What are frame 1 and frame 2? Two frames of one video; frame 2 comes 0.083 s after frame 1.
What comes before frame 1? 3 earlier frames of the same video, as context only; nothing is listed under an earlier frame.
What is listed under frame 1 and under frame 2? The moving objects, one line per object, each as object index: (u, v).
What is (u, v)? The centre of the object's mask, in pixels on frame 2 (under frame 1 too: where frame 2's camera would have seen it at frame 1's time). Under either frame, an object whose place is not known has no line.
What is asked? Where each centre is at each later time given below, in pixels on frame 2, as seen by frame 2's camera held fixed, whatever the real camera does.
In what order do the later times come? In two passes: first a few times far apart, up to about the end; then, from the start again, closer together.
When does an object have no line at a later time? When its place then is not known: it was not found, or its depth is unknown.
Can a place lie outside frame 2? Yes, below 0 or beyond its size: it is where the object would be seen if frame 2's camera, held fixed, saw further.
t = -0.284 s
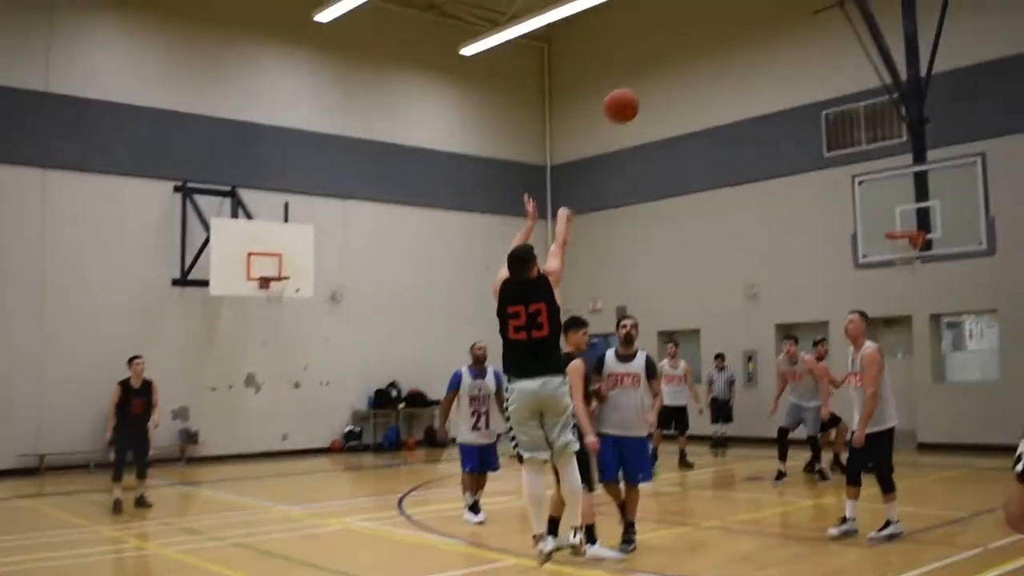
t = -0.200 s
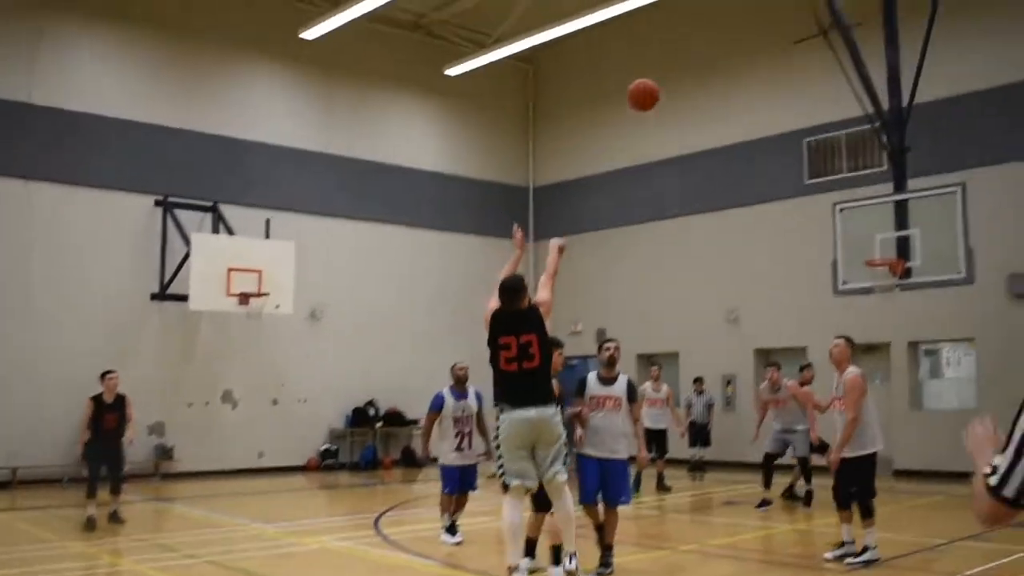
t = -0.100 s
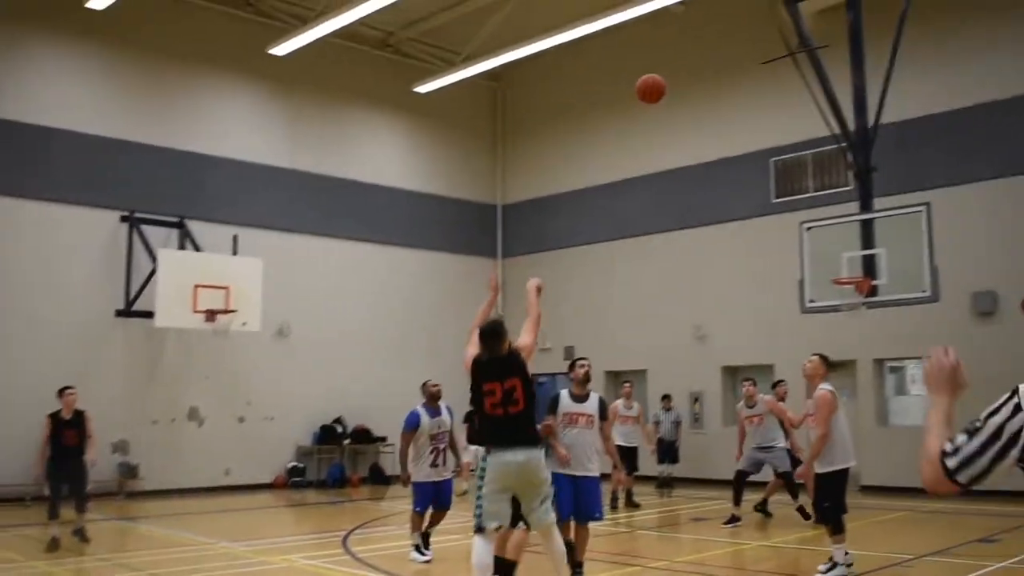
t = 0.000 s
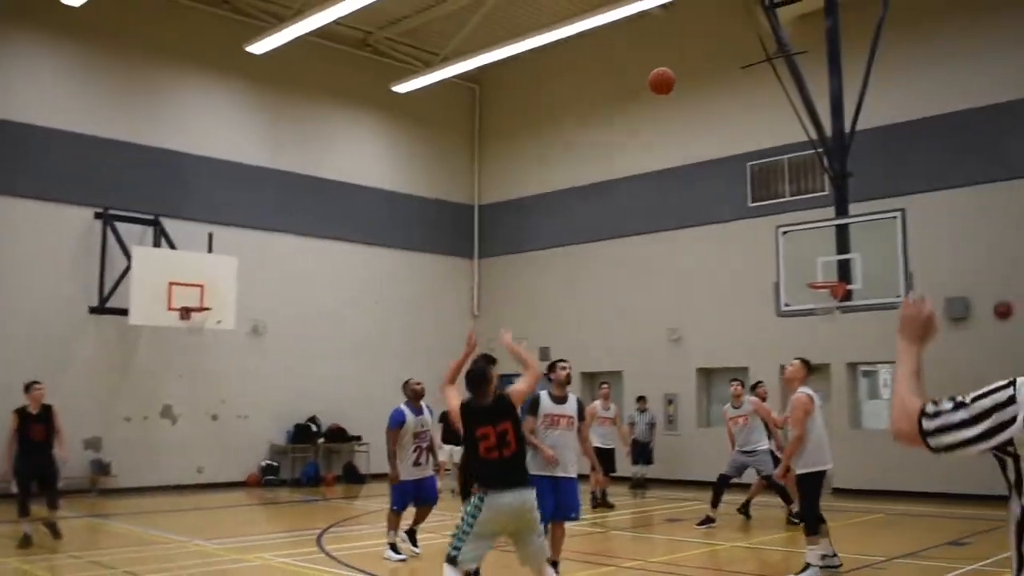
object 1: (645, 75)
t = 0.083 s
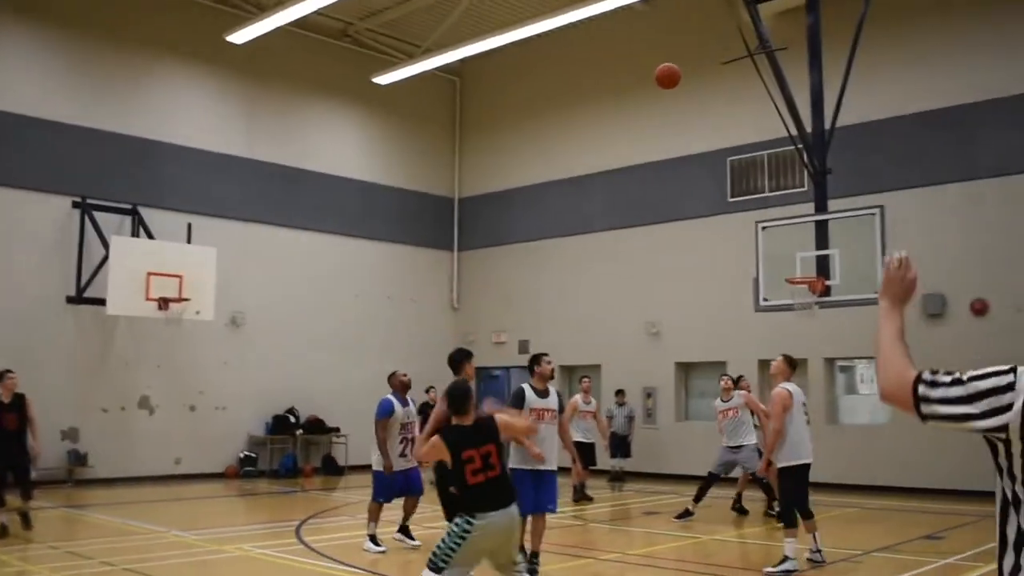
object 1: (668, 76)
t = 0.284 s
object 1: (714, 101)
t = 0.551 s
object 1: (764, 177)
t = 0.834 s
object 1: (803, 285)
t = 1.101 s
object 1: (814, 343)
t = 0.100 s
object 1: (671, 77)
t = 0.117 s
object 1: (676, 77)
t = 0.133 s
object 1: (680, 79)
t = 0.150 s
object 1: (684, 80)
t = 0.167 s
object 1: (688, 82)
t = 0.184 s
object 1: (691, 84)
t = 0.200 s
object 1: (696, 86)
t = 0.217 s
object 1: (699, 89)
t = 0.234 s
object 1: (703, 91)
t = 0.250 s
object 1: (706, 94)
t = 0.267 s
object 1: (710, 98)
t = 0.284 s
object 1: (714, 101)
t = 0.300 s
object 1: (717, 104)
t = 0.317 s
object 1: (721, 107)
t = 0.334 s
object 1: (723, 112)
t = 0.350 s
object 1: (727, 115)
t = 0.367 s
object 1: (730, 120)
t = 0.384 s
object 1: (733, 124)
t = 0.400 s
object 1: (736, 129)
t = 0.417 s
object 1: (740, 133)
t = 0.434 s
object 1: (743, 138)
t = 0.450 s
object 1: (746, 143)
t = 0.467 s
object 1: (749, 148)
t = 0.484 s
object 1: (751, 153)
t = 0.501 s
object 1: (755, 157)
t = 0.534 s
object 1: (759, 170)
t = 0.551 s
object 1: (764, 177)
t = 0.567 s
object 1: (766, 182)
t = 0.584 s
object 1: (767, 188)
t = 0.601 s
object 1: (771, 194)
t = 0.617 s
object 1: (774, 200)
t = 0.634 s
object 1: (776, 206)
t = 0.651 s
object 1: (778, 213)
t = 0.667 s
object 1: (781, 221)
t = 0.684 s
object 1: (783, 227)
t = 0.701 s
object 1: (785, 234)
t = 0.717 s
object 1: (787, 240)
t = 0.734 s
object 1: (790, 248)
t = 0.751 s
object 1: (792, 255)
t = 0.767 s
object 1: (794, 262)
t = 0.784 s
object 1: (797, 270)
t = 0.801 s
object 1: (799, 272)
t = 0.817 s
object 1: (801, 279)
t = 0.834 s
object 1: (803, 285)
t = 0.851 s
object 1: (805, 288)
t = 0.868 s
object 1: (806, 292)
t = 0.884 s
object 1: (805, 293)
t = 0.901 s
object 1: (808, 299)
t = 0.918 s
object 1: (808, 302)
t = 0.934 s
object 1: (809, 305)
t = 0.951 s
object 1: (809, 309)
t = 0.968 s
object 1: (809, 310)
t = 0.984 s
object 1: (810, 312)
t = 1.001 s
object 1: (811, 317)
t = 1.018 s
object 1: (812, 321)
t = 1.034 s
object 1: (812, 325)
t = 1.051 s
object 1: (812, 329)
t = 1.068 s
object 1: (813, 333)
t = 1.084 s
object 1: (813, 338)
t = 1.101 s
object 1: (814, 343)
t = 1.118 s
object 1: (814, 348)
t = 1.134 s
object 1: (814, 353)
